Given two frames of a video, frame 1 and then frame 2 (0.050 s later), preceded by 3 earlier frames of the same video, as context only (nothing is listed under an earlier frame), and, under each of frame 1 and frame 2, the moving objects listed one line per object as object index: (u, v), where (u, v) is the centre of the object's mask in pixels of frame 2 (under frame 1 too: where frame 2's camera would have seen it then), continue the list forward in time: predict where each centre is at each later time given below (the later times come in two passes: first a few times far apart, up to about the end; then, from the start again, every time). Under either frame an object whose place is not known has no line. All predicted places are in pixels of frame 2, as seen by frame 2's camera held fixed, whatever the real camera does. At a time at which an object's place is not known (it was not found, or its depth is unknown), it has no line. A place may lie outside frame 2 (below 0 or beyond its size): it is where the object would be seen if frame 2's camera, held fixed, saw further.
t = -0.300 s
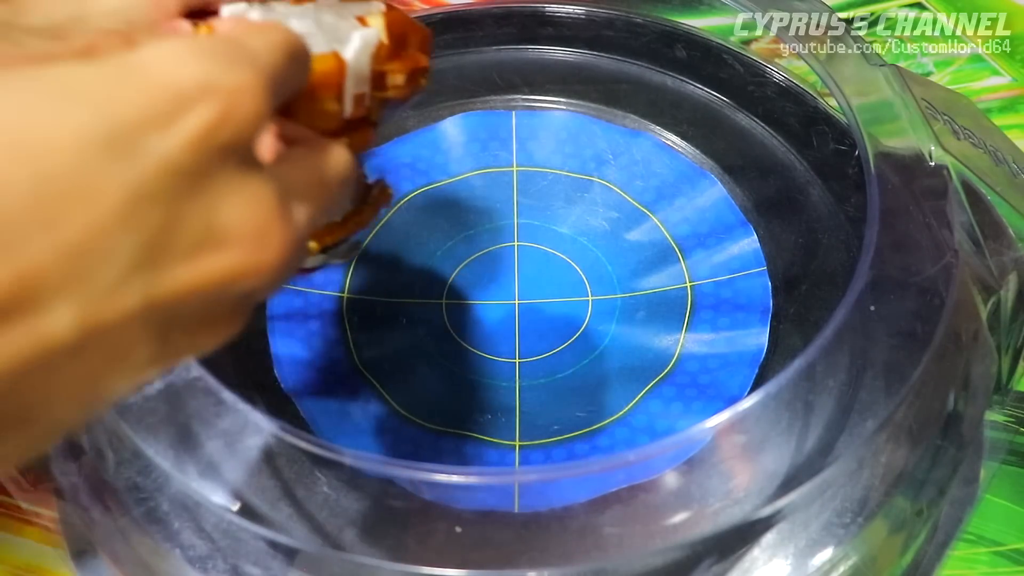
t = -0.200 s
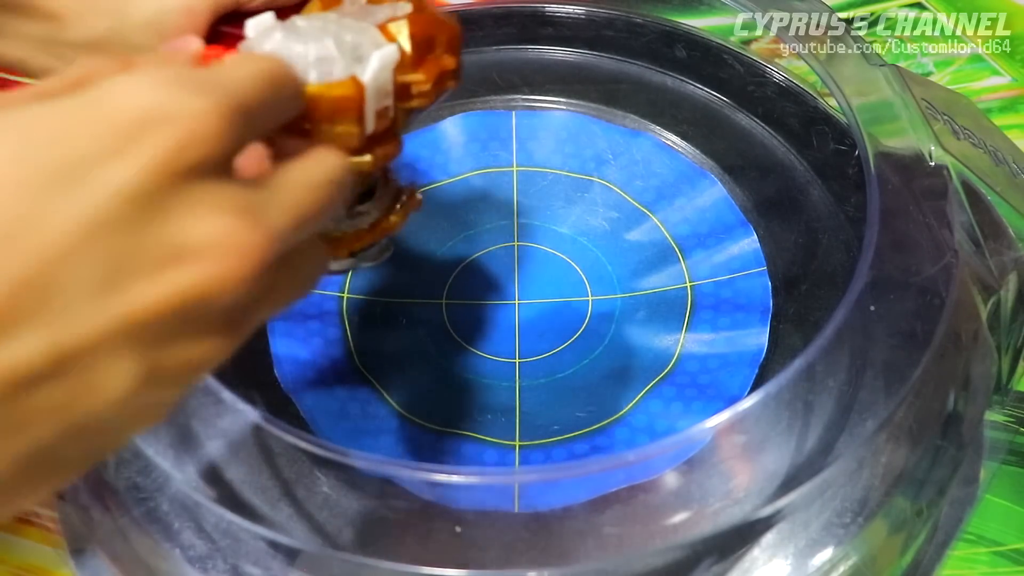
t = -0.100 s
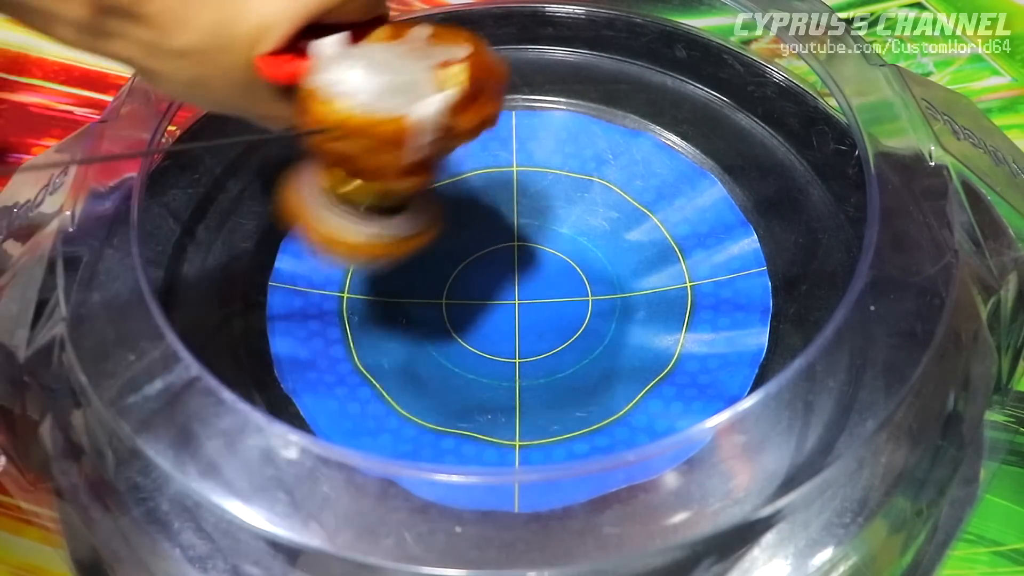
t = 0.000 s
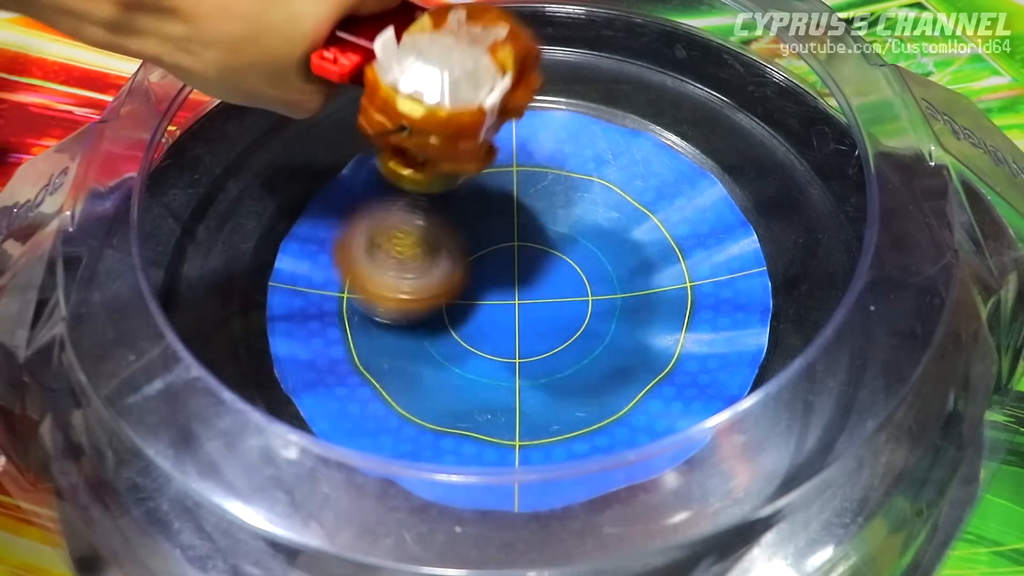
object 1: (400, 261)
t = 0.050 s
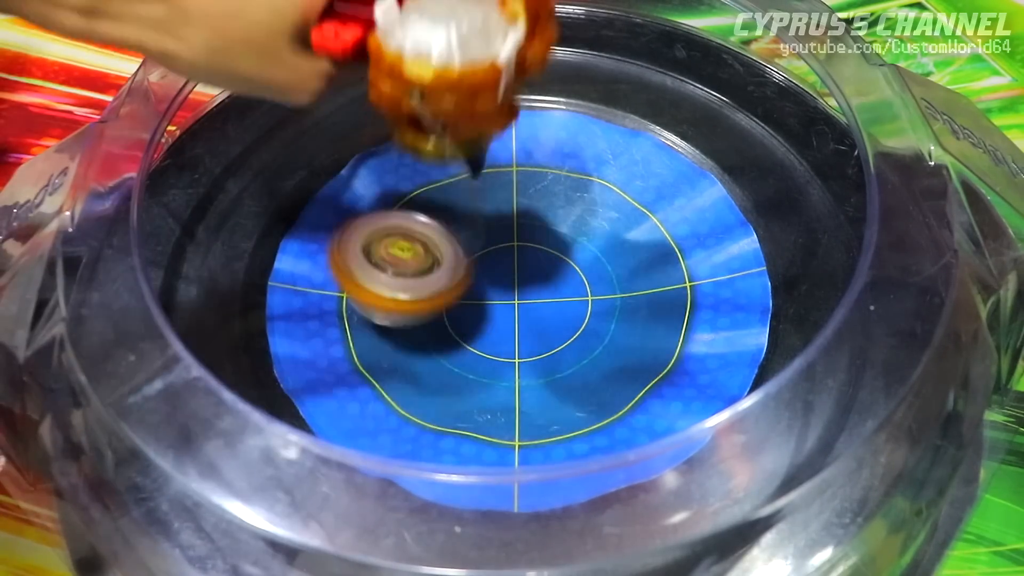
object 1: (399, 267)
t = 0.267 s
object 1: (502, 346)
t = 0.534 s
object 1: (578, 206)
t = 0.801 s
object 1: (474, 205)
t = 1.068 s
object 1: (442, 323)
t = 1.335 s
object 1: (550, 248)
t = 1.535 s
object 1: (531, 183)
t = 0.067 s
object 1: (400, 274)
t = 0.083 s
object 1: (403, 286)
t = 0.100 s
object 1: (406, 304)
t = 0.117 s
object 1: (411, 322)
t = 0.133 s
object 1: (417, 324)
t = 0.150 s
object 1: (426, 326)
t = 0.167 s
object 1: (434, 334)
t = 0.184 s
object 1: (444, 343)
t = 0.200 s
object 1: (455, 343)
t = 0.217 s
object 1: (467, 347)
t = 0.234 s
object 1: (478, 347)
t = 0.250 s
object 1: (490, 348)
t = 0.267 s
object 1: (502, 346)
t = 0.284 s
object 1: (514, 342)
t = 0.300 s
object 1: (525, 338)
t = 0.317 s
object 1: (536, 332)
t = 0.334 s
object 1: (546, 324)
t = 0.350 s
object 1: (555, 315)
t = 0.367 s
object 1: (563, 305)
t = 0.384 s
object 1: (570, 295)
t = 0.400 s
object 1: (576, 284)
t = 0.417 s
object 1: (580, 273)
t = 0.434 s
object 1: (583, 262)
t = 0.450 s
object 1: (584, 251)
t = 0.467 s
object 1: (586, 240)
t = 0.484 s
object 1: (585, 231)
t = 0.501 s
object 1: (584, 223)
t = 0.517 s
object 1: (582, 214)
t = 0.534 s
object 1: (578, 206)
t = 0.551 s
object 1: (575, 199)
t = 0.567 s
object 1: (570, 193)
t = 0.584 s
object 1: (565, 188)
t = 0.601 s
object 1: (559, 183)
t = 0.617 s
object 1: (553, 180)
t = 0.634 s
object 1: (546, 177)
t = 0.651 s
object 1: (539, 177)
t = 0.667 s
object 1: (532, 176)
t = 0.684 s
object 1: (525, 177)
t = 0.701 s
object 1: (517, 178)
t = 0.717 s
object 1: (510, 181)
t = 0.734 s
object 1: (502, 184)
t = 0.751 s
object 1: (495, 188)
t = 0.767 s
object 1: (488, 193)
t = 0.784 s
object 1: (481, 199)
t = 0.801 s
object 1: (474, 205)
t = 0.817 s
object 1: (468, 212)
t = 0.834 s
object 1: (462, 220)
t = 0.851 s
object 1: (457, 228)
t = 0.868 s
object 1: (452, 236)
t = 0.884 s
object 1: (448, 244)
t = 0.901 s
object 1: (443, 253)
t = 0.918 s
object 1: (440, 261)
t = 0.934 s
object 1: (437, 270)
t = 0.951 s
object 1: (435, 279)
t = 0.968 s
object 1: (433, 287)
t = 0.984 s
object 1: (432, 295)
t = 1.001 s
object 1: (432, 302)
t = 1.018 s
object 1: (433, 308)
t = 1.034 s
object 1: (435, 314)
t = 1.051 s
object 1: (438, 319)
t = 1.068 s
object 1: (442, 323)
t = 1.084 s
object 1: (447, 326)
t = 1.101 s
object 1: (454, 327)
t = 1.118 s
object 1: (460, 328)
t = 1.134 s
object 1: (468, 328)
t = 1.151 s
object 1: (476, 326)
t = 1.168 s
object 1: (485, 323)
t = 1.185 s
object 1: (493, 319)
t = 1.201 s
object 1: (503, 314)
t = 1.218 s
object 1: (511, 308)
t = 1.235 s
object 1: (519, 301)
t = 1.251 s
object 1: (526, 294)
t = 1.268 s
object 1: (533, 285)
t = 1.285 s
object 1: (538, 277)
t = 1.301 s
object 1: (543, 267)
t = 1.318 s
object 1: (547, 258)
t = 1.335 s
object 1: (550, 248)
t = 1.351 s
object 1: (552, 238)
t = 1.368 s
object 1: (553, 229)
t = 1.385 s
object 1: (553, 221)
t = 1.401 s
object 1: (553, 213)
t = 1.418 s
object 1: (552, 206)
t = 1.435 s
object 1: (550, 201)
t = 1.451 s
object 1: (548, 195)
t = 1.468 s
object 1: (545, 190)
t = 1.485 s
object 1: (542, 187)
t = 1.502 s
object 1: (539, 185)
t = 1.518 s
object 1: (535, 184)
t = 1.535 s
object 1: (531, 183)
